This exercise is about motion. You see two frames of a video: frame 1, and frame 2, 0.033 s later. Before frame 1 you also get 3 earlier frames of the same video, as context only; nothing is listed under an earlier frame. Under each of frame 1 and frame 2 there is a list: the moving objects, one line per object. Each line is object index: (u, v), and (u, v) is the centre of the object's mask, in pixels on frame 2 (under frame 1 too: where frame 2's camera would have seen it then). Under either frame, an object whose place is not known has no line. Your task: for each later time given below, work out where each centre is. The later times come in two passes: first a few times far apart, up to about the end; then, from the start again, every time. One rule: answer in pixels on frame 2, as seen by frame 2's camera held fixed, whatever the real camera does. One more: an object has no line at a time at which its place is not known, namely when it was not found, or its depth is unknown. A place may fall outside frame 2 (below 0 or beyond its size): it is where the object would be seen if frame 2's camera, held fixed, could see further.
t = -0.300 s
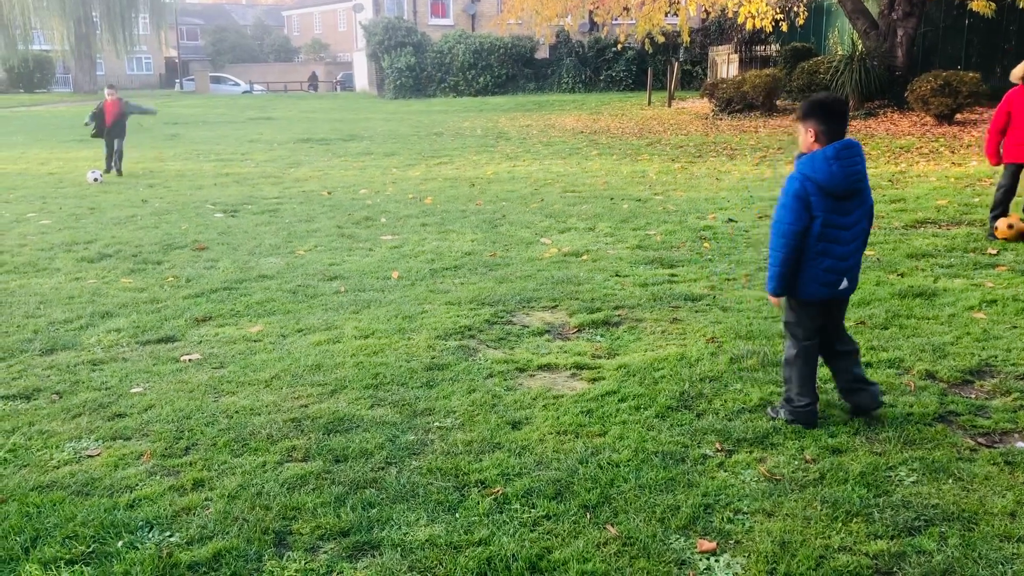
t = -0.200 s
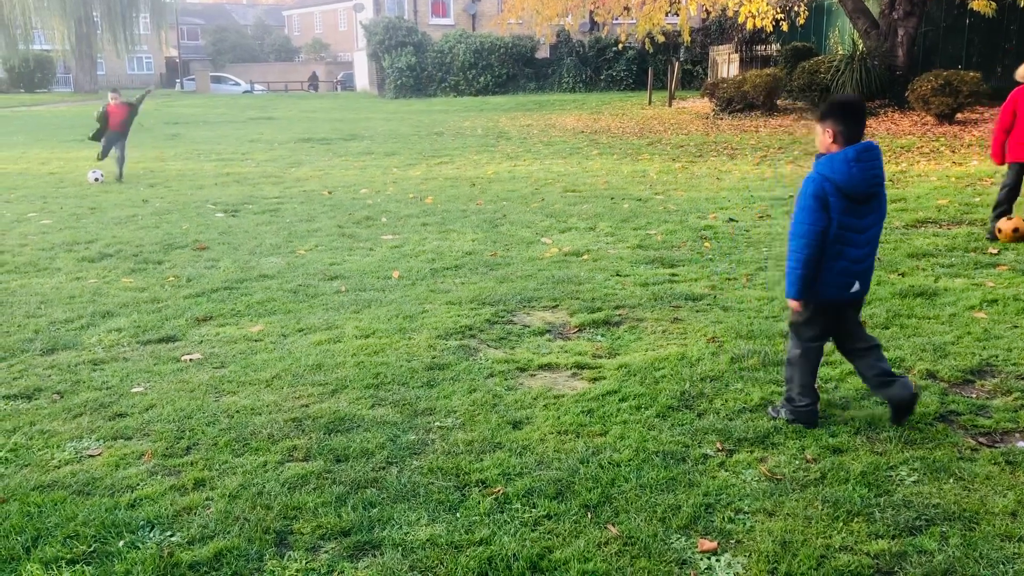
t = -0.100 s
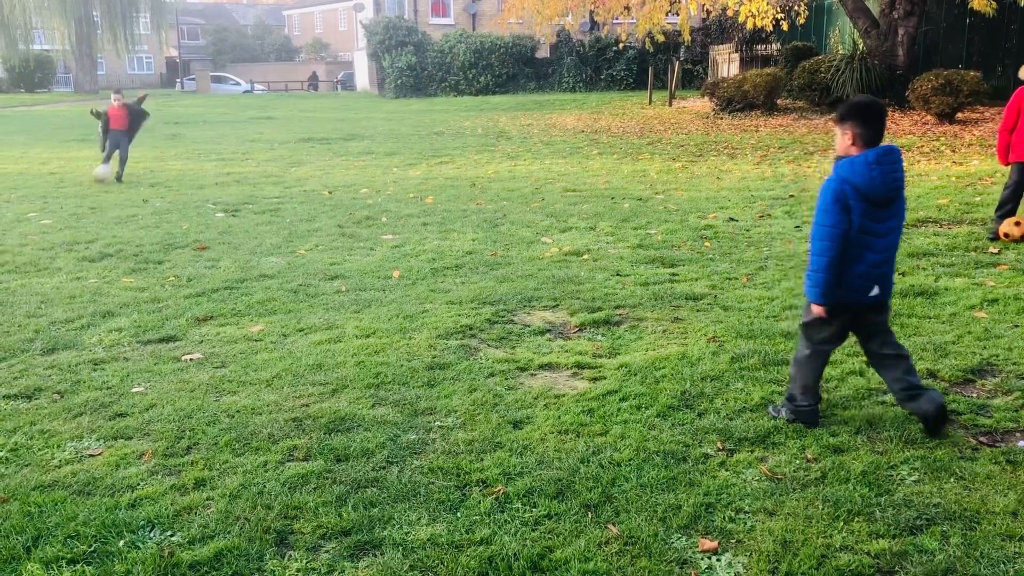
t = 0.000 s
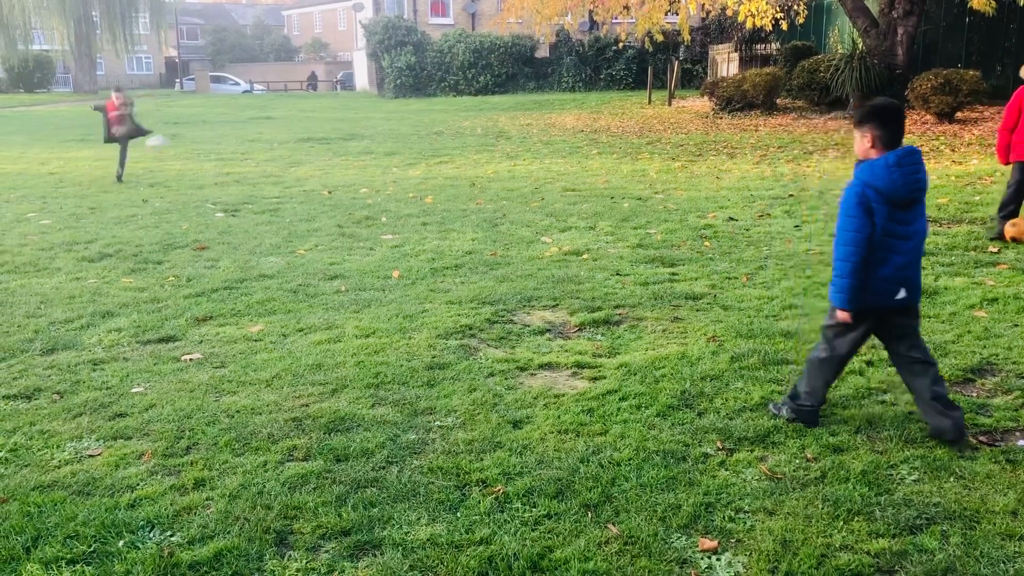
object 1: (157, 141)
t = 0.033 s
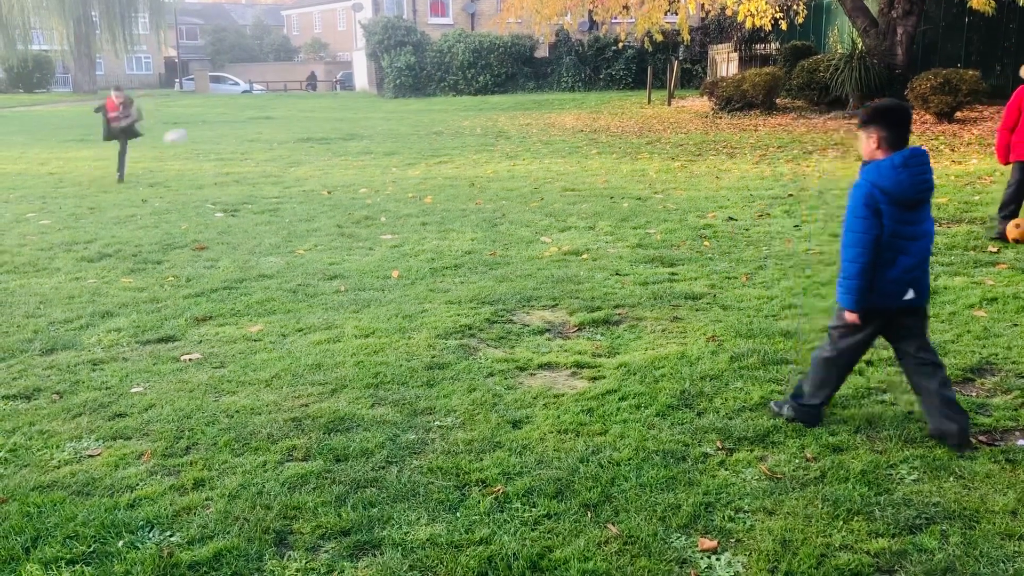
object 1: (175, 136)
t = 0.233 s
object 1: (299, 125)
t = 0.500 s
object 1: (497, 173)
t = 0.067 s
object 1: (194, 131)
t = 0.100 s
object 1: (215, 128)
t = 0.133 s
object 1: (234, 127)
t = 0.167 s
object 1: (256, 125)
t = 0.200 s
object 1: (277, 124)
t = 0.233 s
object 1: (299, 125)
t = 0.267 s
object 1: (321, 126)
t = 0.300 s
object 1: (344, 129)
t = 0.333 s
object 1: (367, 132)
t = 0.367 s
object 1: (393, 138)
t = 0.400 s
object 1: (416, 144)
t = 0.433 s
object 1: (442, 152)
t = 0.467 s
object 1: (469, 162)
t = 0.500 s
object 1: (497, 173)
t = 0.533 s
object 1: (524, 187)
